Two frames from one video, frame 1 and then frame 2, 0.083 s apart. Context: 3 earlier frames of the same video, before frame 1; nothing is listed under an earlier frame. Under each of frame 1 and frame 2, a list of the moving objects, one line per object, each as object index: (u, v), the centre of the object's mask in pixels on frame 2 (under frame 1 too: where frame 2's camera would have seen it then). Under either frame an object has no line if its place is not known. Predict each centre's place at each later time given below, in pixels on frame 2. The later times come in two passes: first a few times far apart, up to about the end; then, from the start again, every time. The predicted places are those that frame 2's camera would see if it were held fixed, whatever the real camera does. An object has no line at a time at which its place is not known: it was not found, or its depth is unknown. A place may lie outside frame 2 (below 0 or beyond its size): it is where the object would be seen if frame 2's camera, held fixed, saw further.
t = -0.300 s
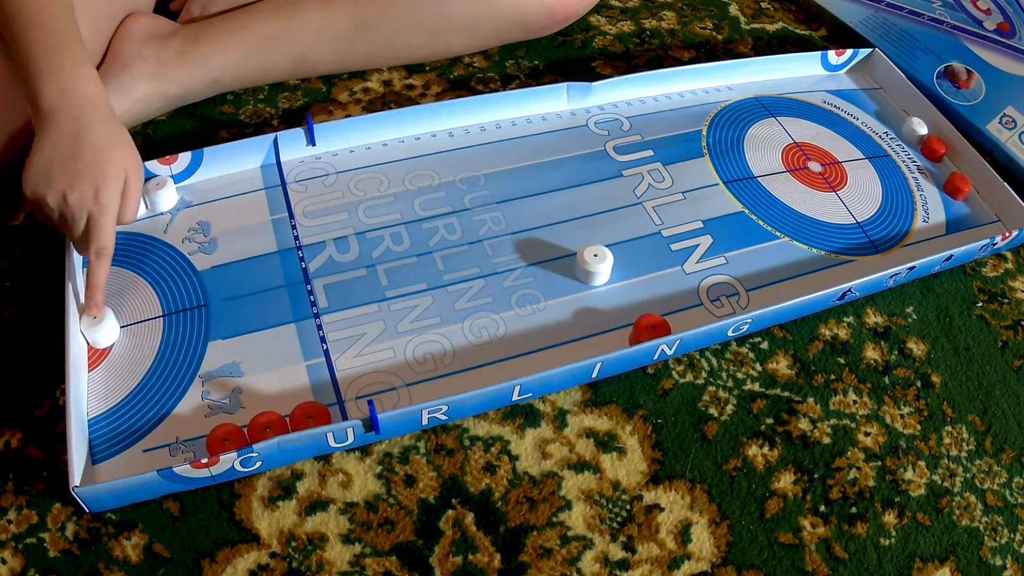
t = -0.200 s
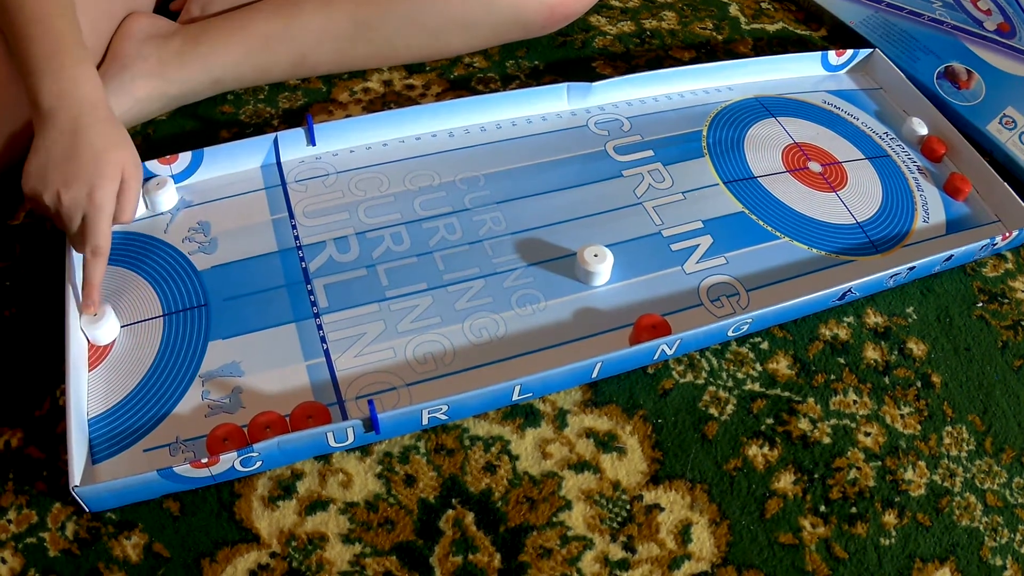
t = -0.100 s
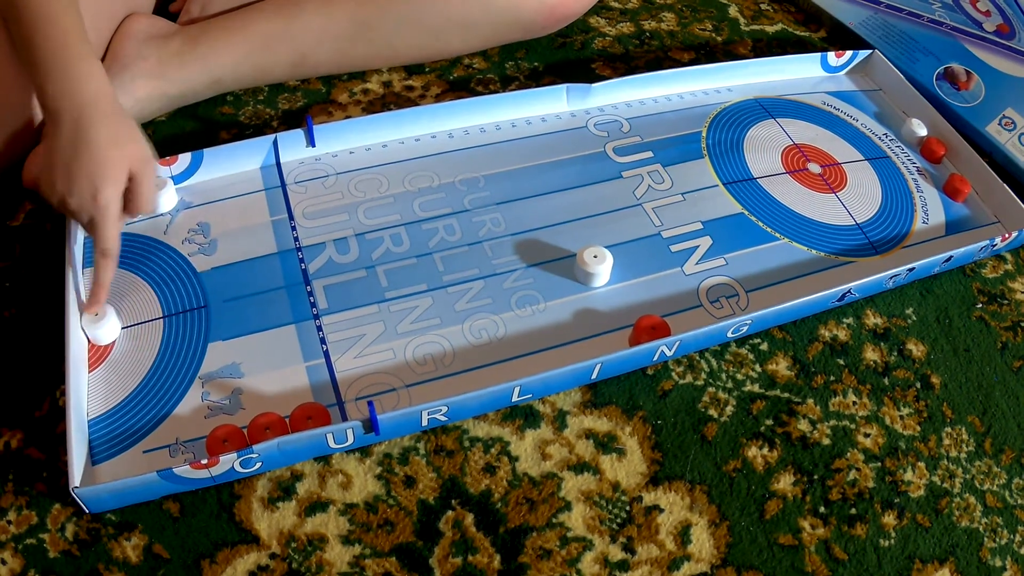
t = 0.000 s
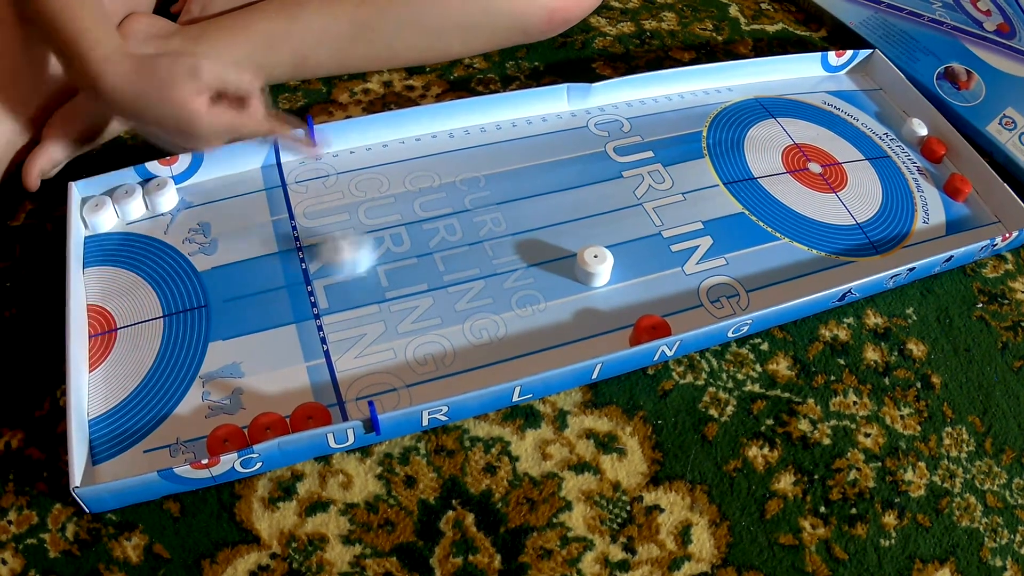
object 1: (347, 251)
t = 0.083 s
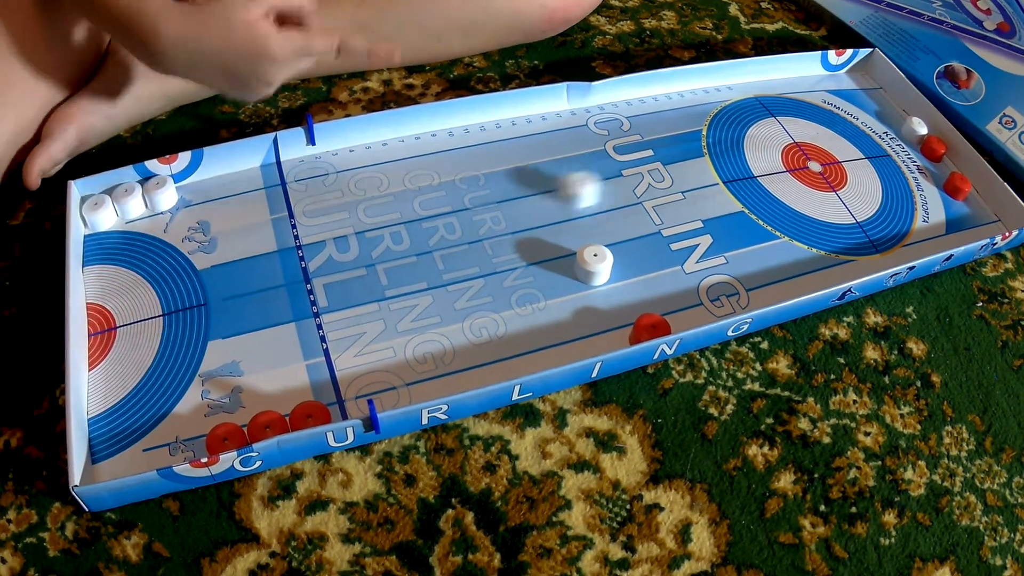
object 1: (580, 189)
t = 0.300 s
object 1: (898, 114)
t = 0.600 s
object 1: (820, 76)
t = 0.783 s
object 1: (815, 76)
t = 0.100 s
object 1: (615, 180)
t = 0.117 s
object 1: (648, 168)
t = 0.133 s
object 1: (687, 158)
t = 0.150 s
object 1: (715, 151)
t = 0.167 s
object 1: (742, 145)
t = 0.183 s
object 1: (770, 138)
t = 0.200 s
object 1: (798, 137)
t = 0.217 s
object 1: (817, 131)
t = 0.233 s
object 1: (839, 128)
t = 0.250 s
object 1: (856, 125)
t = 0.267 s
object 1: (875, 123)
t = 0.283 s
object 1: (893, 120)
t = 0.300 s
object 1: (898, 114)
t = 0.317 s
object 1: (899, 109)
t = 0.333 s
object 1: (897, 106)
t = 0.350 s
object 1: (890, 102)
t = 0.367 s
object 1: (883, 101)
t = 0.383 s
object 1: (875, 99)
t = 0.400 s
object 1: (870, 97)
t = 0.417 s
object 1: (863, 94)
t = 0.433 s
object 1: (858, 92)
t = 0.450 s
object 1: (854, 90)
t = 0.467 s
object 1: (849, 88)
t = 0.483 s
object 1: (845, 86)
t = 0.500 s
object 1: (841, 84)
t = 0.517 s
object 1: (837, 83)
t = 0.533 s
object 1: (833, 81)
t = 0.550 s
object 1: (830, 79)
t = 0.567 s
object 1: (826, 78)
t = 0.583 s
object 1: (822, 76)
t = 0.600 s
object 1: (820, 76)
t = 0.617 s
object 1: (819, 76)
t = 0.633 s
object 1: (818, 76)
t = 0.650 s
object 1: (817, 76)
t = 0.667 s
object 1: (816, 76)
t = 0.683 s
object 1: (816, 76)
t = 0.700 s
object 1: (815, 76)
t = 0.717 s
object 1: (815, 76)
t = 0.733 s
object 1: (815, 76)
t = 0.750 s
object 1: (815, 76)
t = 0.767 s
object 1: (815, 76)
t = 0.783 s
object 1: (815, 76)
